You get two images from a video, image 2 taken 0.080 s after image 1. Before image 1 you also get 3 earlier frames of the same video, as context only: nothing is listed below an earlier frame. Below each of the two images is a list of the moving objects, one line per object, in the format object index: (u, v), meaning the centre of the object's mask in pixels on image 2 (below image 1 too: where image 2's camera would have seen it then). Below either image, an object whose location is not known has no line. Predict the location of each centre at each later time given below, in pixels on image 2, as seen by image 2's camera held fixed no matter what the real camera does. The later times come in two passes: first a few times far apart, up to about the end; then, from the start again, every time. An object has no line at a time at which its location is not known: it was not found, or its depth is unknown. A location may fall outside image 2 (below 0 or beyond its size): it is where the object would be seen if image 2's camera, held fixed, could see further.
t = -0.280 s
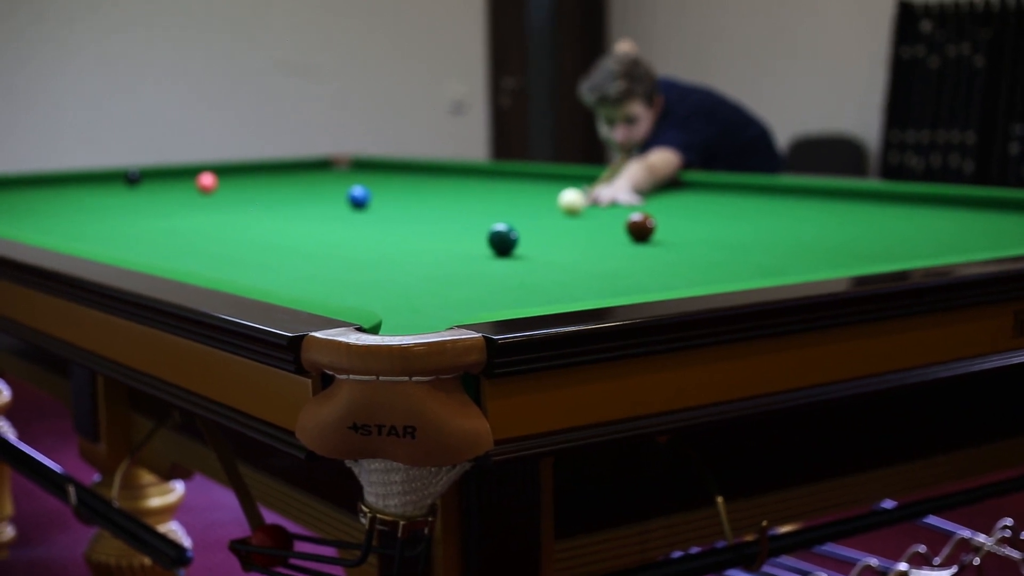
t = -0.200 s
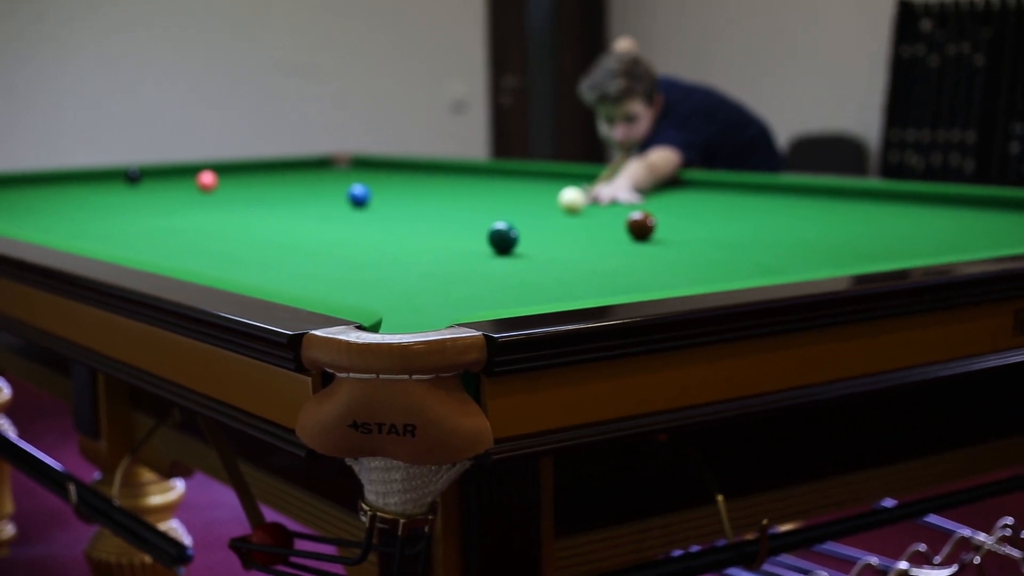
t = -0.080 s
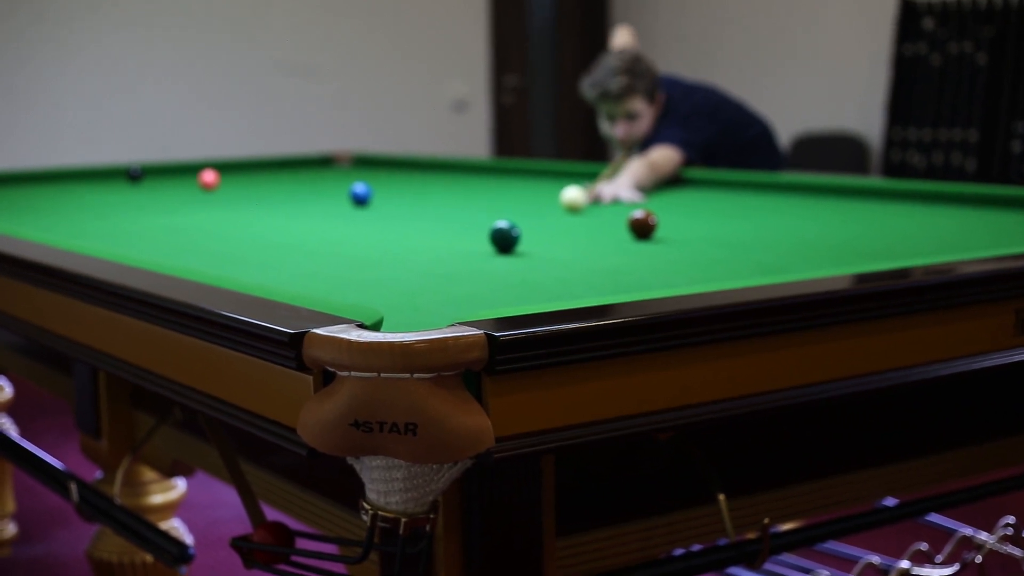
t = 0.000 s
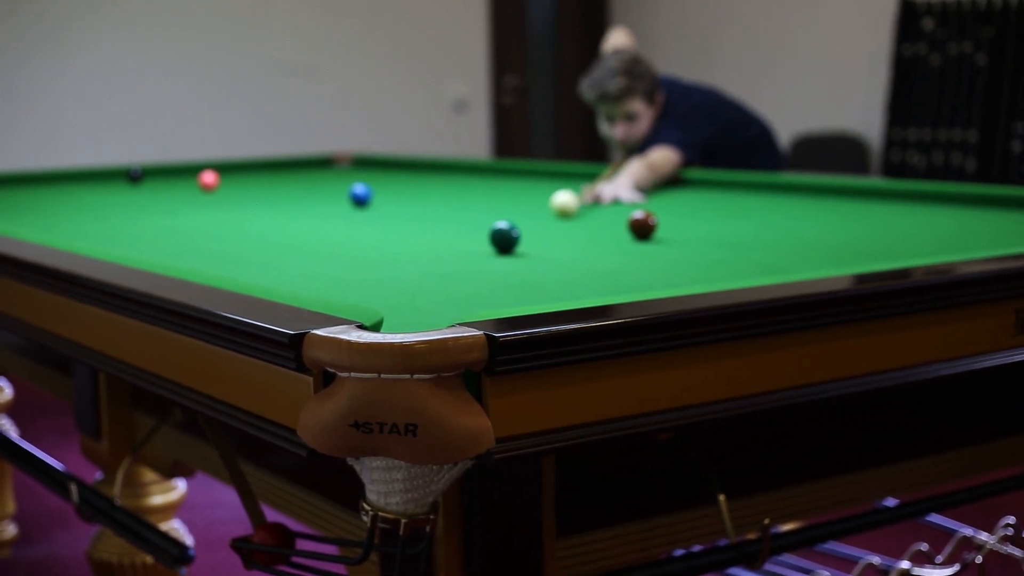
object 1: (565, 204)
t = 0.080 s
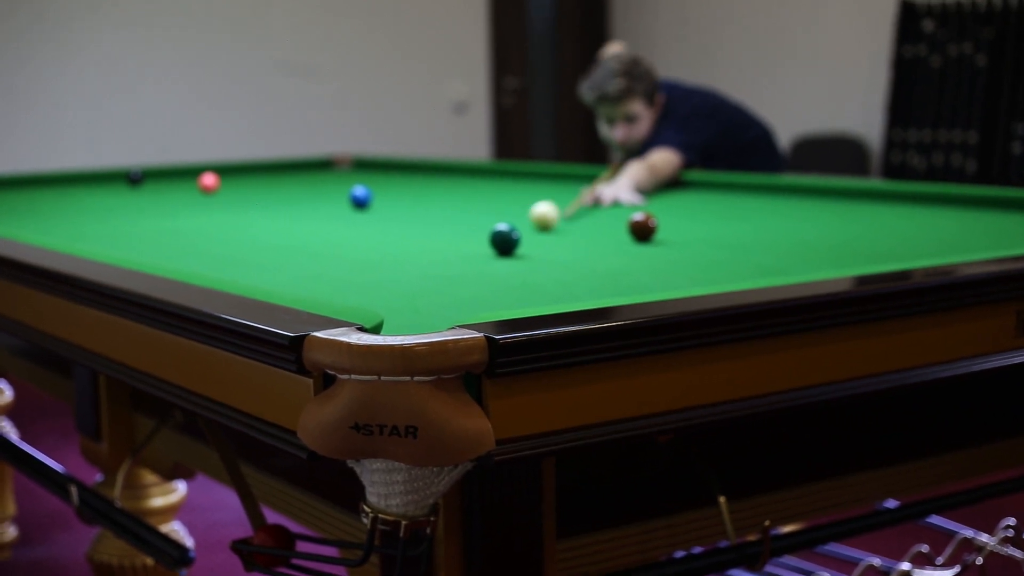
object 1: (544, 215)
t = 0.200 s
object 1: (515, 224)
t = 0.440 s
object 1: (481, 234)
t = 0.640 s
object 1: (463, 234)
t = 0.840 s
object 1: (448, 234)
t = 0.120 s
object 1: (534, 220)
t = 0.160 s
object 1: (525, 224)
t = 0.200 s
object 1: (515, 224)
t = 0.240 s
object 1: (501, 224)
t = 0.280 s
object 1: (496, 227)
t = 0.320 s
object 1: (492, 229)
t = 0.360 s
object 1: (488, 231)
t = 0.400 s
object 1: (484, 232)
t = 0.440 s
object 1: (481, 234)
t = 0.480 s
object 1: (477, 234)
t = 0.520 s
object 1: (473, 234)
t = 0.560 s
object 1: (470, 234)
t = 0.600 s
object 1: (466, 234)
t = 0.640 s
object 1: (463, 234)
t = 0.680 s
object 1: (459, 234)
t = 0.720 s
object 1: (456, 234)
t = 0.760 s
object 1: (453, 234)
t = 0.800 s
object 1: (450, 234)
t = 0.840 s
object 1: (448, 234)
